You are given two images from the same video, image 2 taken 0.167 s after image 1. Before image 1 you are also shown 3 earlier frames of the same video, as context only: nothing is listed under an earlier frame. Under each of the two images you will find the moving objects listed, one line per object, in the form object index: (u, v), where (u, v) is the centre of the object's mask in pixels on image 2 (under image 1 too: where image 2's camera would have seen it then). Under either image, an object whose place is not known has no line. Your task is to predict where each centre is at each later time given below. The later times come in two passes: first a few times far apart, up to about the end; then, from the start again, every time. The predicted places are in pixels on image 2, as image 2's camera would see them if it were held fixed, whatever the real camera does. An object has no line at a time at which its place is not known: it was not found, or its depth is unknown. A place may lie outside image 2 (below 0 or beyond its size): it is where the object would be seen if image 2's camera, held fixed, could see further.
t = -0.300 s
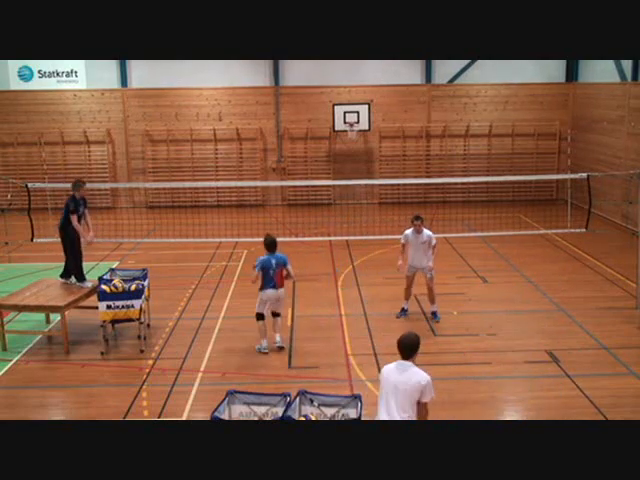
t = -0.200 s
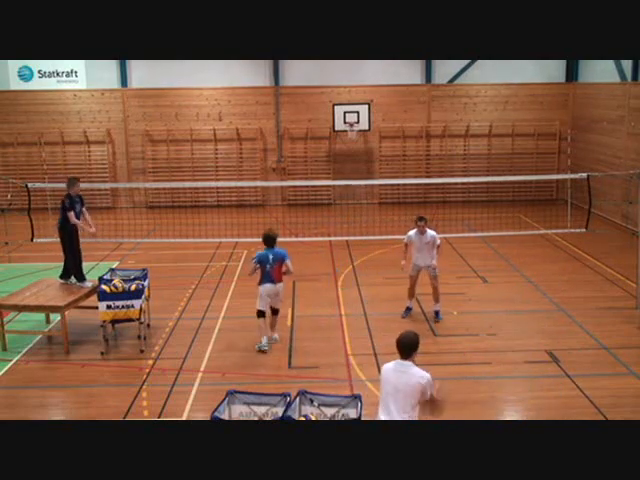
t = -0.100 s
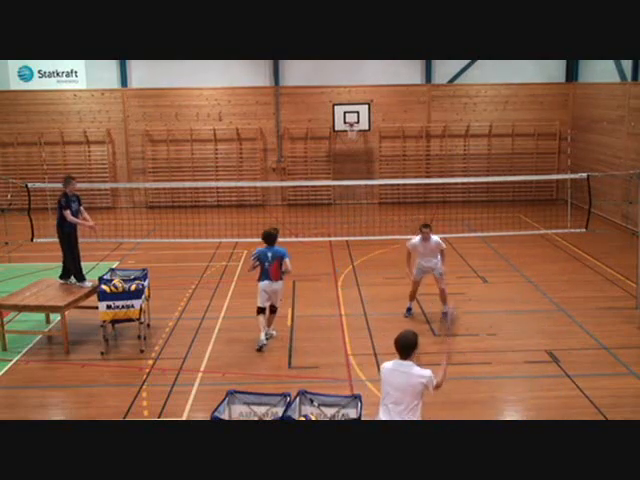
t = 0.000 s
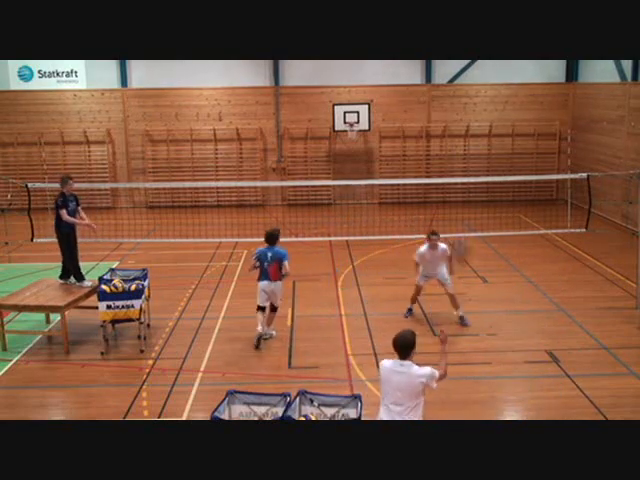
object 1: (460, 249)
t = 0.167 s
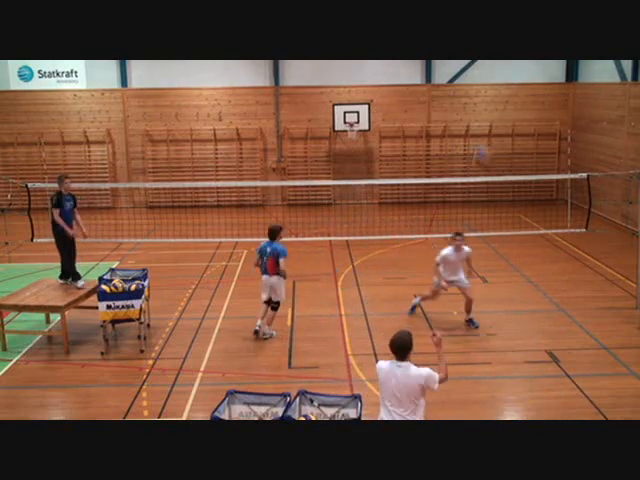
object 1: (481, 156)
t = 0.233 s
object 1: (488, 130)
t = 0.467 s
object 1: (513, 72)
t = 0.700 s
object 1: (531, 69)
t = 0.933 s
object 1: (546, 107)
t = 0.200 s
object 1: (486, 140)
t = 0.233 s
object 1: (488, 130)
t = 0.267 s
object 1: (493, 118)
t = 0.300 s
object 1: (496, 107)
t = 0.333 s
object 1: (501, 98)
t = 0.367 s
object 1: (504, 90)
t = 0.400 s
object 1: (507, 82)
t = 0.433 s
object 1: (509, 77)
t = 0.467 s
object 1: (513, 72)
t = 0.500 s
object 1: (515, 70)
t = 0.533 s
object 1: (518, 67)
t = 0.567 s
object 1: (521, 66)
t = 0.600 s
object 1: (524, 66)
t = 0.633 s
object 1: (526, 66)
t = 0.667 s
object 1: (528, 67)
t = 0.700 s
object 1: (531, 69)
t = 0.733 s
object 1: (534, 72)
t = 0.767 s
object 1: (536, 75)
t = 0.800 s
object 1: (538, 80)
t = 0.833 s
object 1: (540, 85)
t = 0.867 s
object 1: (542, 92)
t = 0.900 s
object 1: (545, 99)
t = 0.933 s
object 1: (546, 107)
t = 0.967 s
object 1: (548, 116)
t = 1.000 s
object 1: (549, 125)
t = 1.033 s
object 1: (550, 135)
